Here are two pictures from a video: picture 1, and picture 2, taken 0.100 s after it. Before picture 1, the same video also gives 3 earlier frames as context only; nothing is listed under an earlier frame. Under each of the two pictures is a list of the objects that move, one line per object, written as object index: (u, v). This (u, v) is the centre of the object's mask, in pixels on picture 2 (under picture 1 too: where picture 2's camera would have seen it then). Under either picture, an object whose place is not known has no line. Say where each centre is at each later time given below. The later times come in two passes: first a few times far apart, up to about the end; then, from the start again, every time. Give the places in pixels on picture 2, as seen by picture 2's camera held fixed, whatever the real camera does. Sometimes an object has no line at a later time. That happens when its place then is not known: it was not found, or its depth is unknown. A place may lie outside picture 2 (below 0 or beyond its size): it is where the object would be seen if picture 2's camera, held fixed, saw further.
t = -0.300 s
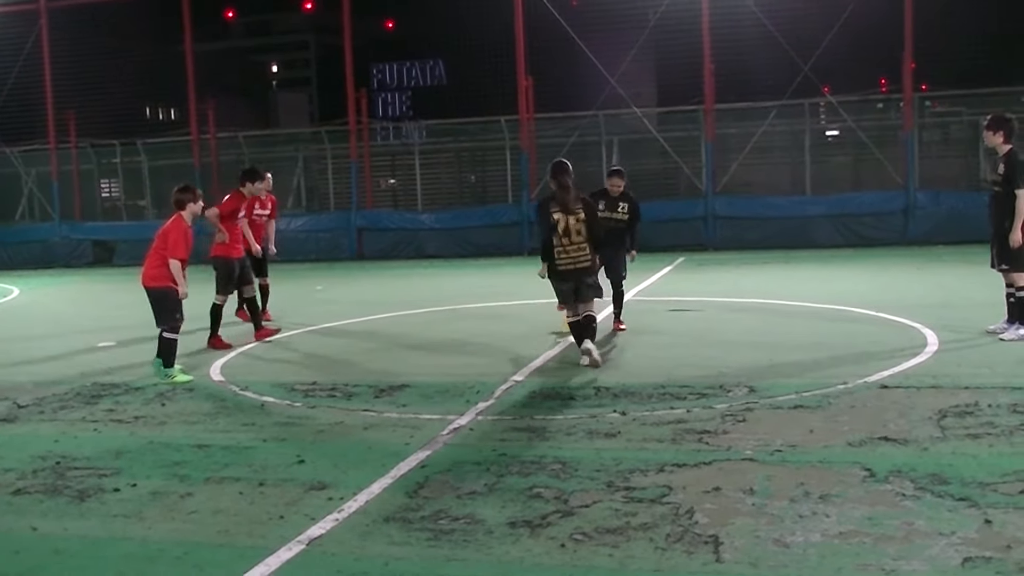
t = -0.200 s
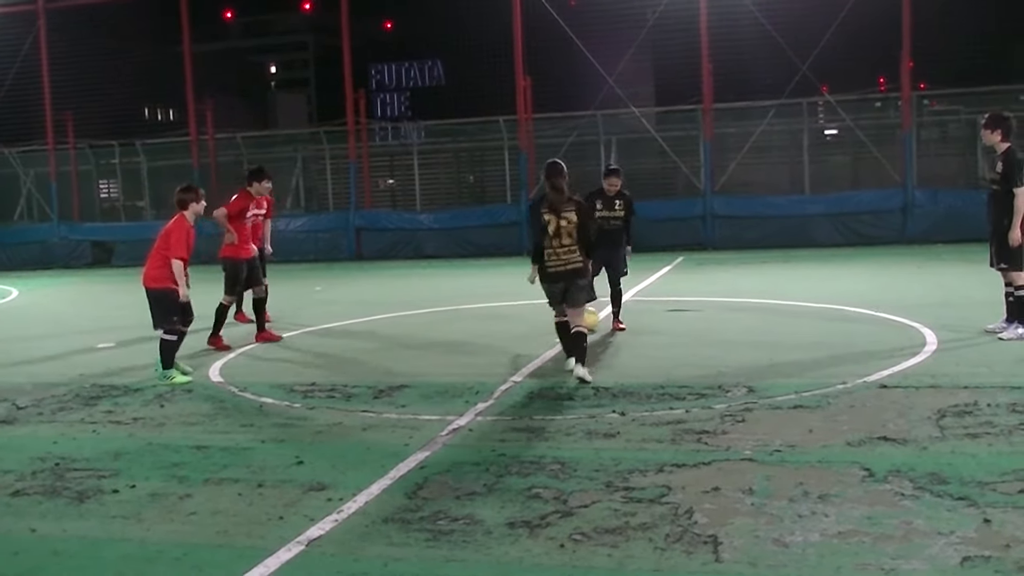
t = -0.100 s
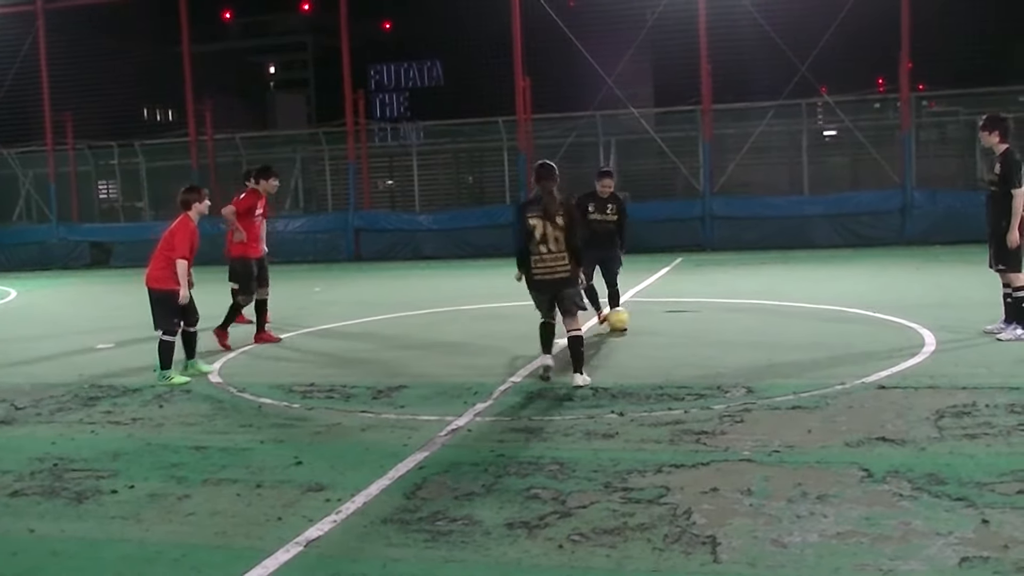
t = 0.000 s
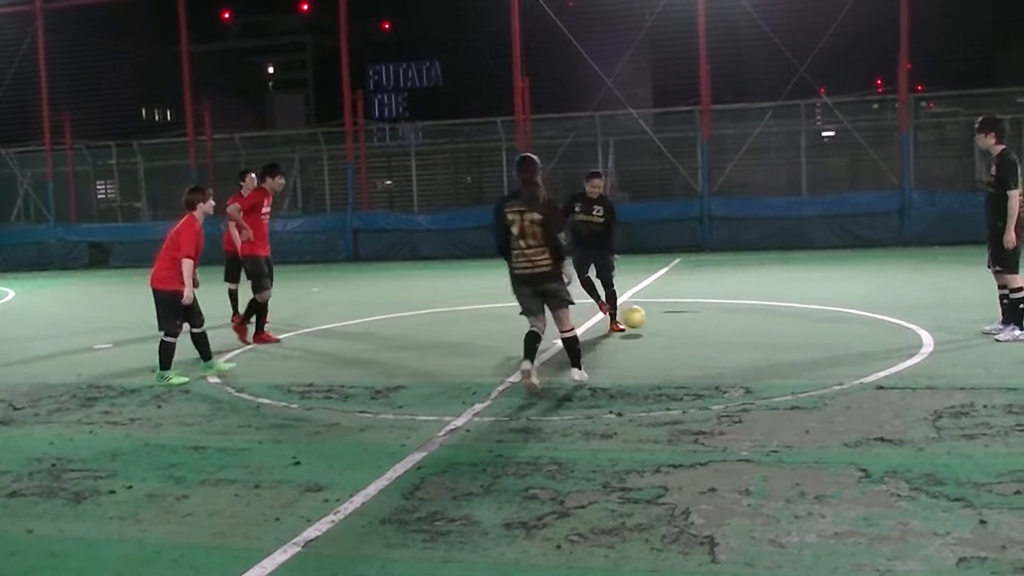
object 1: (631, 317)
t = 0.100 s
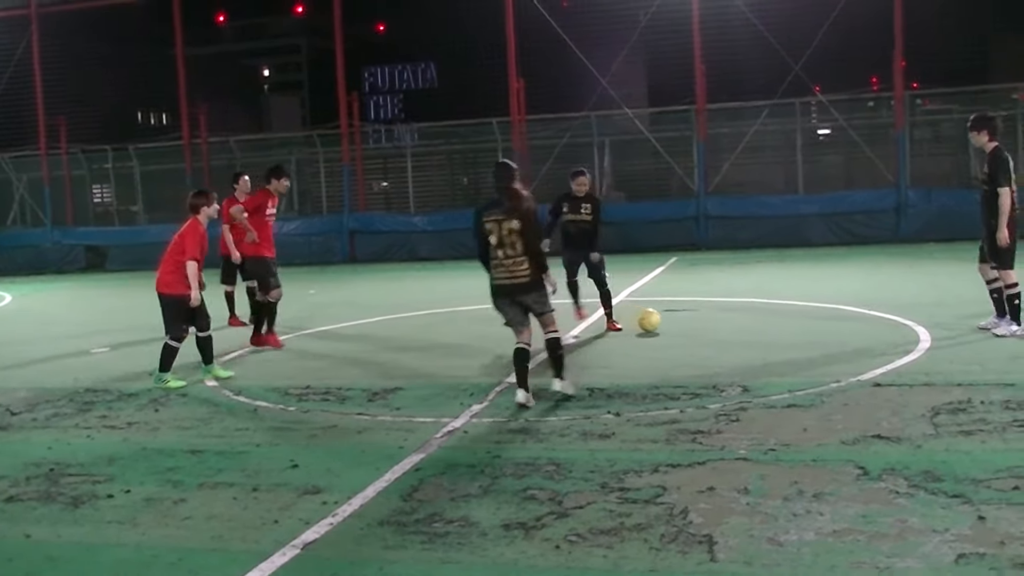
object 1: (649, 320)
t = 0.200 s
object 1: (668, 321)
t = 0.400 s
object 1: (706, 321)
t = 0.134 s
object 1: (655, 320)
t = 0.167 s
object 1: (661, 320)
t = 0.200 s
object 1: (668, 321)
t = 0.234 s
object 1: (674, 321)
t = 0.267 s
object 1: (680, 321)
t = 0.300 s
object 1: (686, 321)
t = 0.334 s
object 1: (693, 321)
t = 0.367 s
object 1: (698, 321)
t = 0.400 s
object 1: (706, 321)
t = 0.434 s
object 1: (711, 322)
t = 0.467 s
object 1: (718, 322)
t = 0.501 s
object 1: (724, 322)
